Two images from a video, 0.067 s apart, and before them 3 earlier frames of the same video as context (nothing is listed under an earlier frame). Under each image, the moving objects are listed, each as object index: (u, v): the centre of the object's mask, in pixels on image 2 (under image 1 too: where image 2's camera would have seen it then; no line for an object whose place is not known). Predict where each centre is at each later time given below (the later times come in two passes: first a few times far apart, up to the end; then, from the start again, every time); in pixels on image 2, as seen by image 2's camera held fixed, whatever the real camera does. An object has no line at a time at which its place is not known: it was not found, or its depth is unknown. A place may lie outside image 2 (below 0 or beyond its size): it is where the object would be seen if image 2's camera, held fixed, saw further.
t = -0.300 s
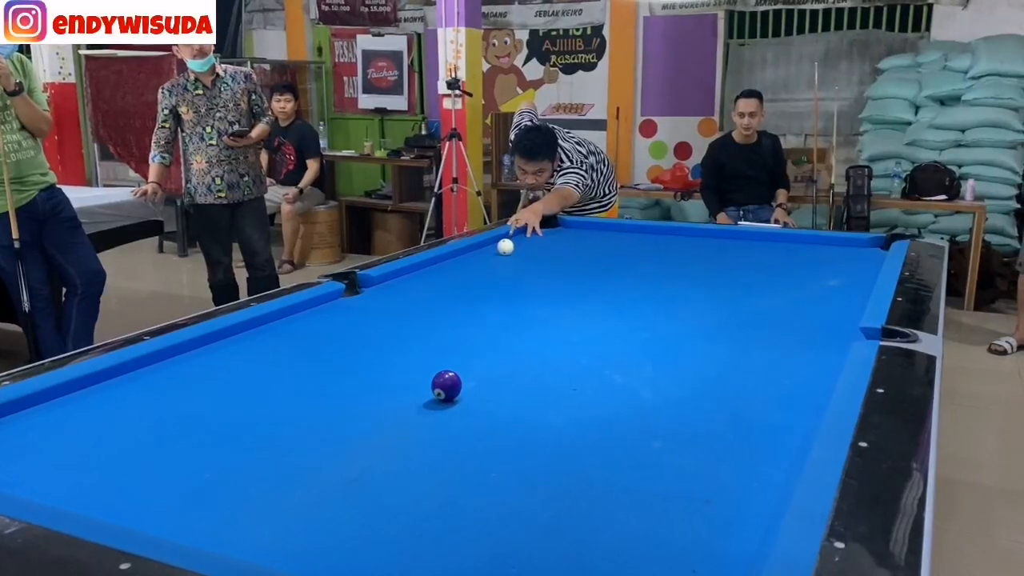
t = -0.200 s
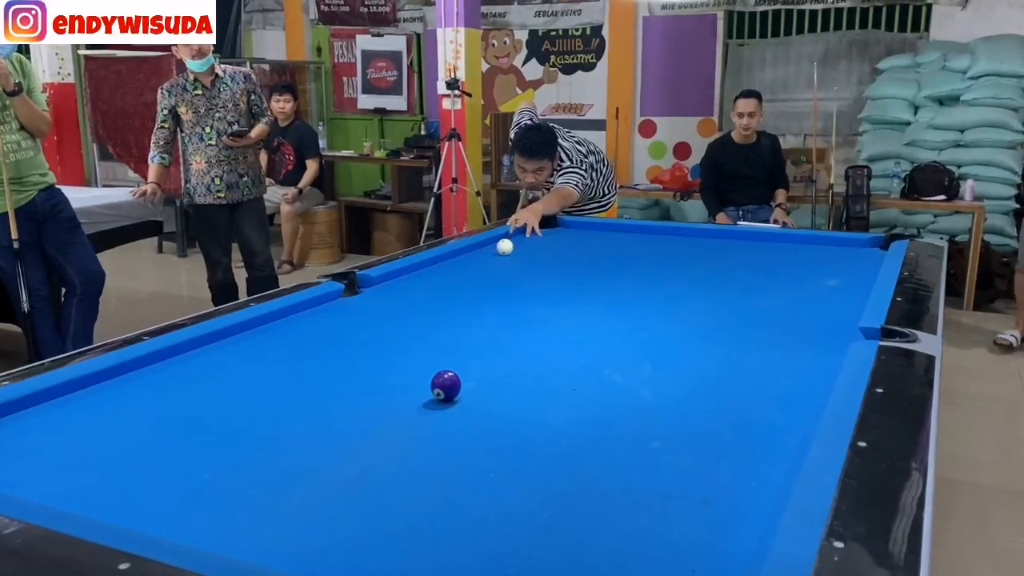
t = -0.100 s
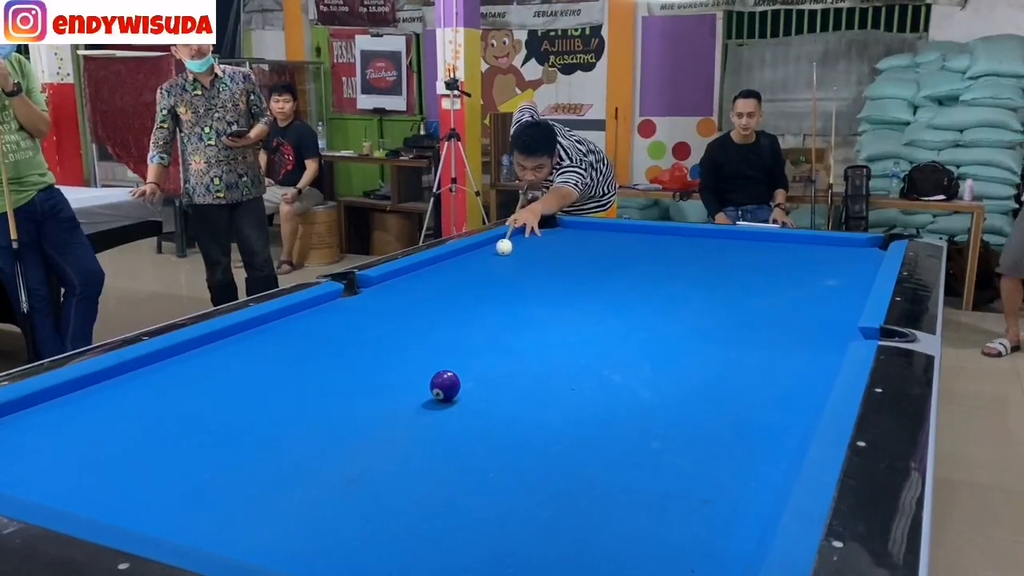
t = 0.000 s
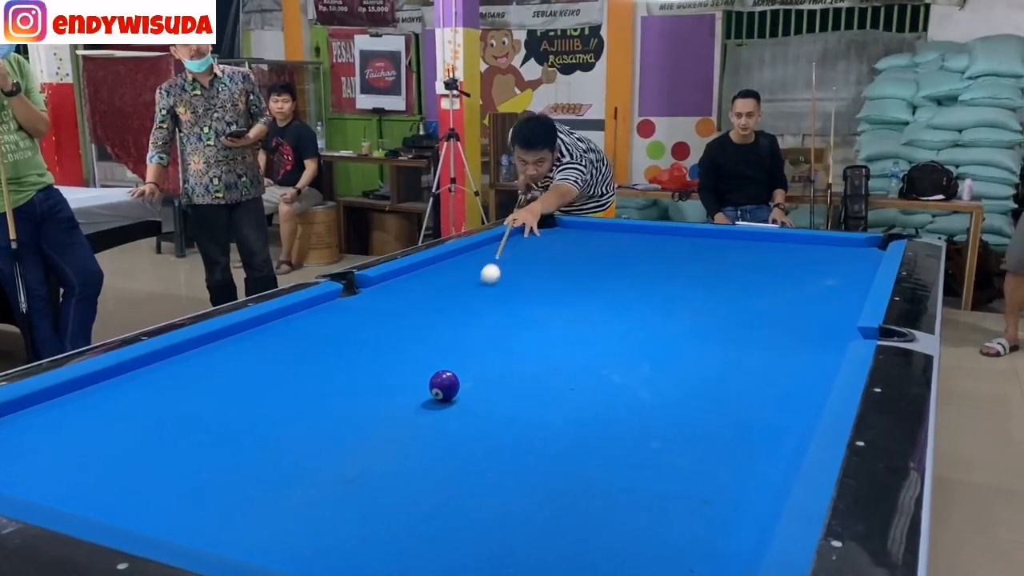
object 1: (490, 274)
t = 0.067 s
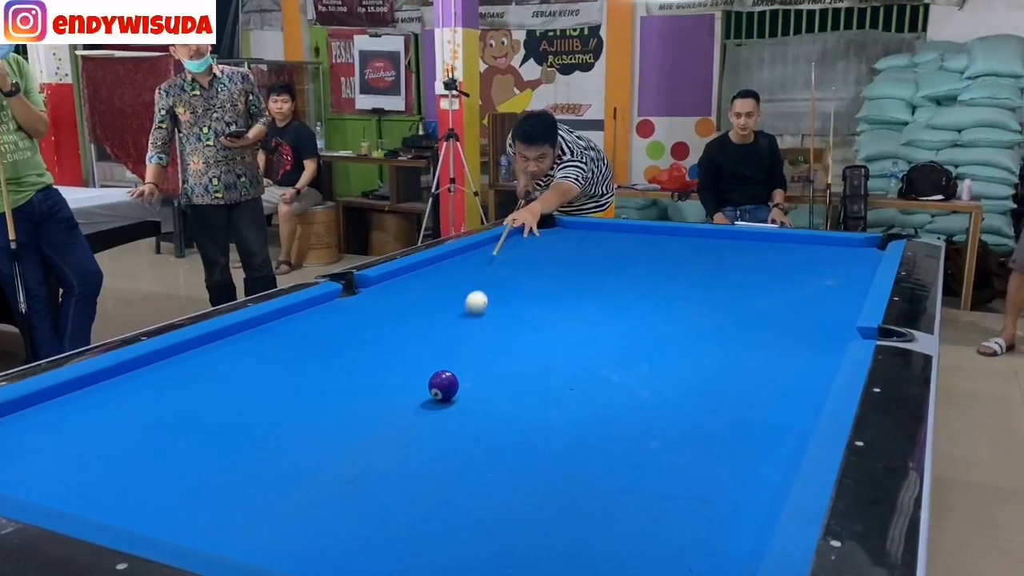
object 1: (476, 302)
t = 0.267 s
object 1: (396, 382)
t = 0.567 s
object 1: (229, 417)
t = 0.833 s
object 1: (56, 453)
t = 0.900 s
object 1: (23, 460)
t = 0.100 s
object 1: (469, 319)
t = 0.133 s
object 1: (459, 338)
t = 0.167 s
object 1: (450, 359)
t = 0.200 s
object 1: (433, 374)
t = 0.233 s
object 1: (414, 379)
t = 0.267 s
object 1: (396, 382)
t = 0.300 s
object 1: (377, 385)
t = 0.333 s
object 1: (360, 389)
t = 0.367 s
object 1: (342, 393)
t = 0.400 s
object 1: (324, 397)
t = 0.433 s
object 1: (306, 400)
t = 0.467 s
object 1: (288, 404)
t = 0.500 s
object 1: (268, 409)
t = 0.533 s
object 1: (248, 413)
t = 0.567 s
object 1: (229, 417)
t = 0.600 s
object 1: (209, 421)
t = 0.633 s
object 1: (188, 425)
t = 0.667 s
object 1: (168, 429)
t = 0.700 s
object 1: (145, 434)
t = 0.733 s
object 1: (124, 438)
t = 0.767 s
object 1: (102, 443)
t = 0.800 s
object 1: (79, 448)
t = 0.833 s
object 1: (56, 453)
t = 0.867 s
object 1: (34, 457)
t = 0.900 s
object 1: (23, 460)
